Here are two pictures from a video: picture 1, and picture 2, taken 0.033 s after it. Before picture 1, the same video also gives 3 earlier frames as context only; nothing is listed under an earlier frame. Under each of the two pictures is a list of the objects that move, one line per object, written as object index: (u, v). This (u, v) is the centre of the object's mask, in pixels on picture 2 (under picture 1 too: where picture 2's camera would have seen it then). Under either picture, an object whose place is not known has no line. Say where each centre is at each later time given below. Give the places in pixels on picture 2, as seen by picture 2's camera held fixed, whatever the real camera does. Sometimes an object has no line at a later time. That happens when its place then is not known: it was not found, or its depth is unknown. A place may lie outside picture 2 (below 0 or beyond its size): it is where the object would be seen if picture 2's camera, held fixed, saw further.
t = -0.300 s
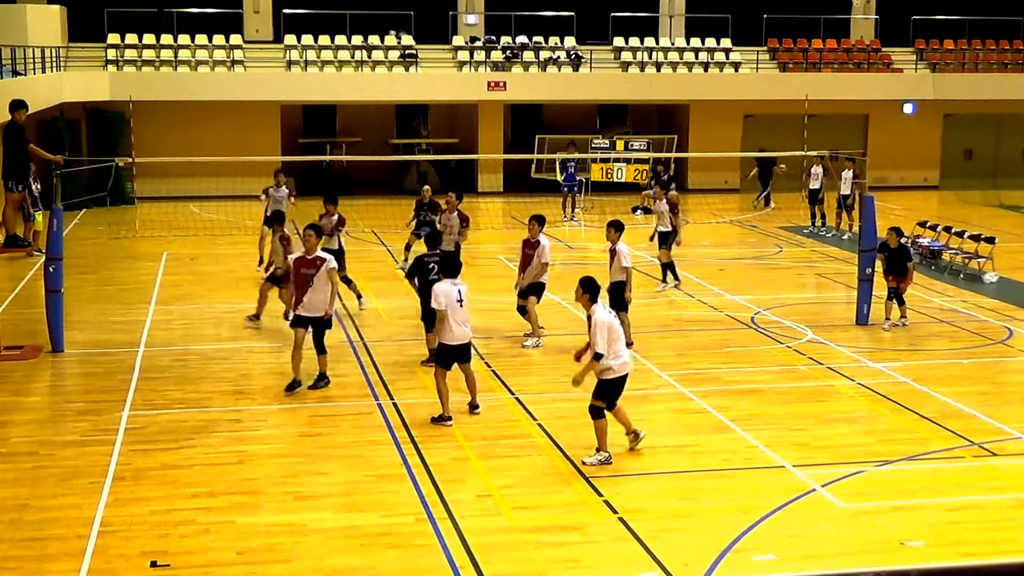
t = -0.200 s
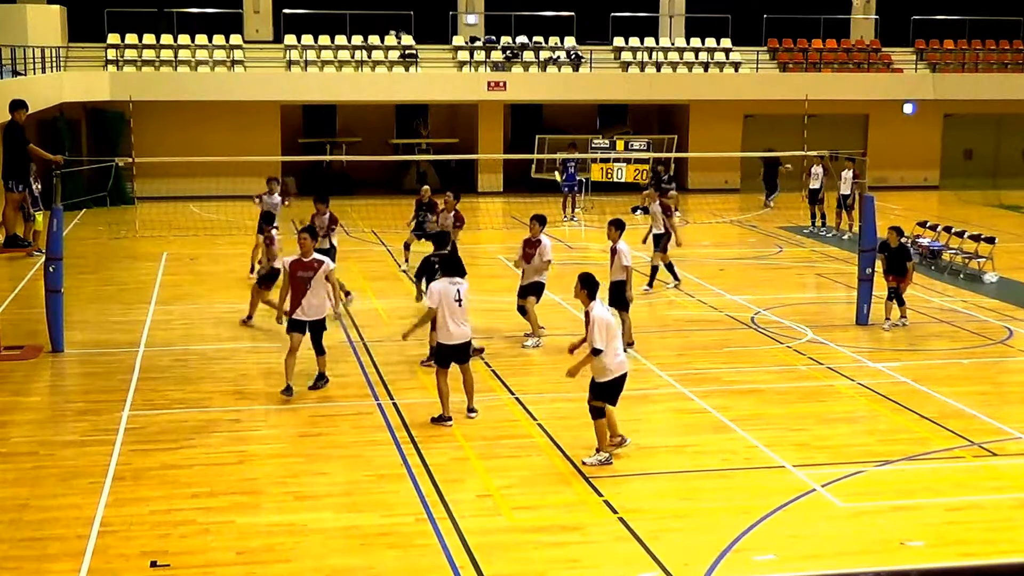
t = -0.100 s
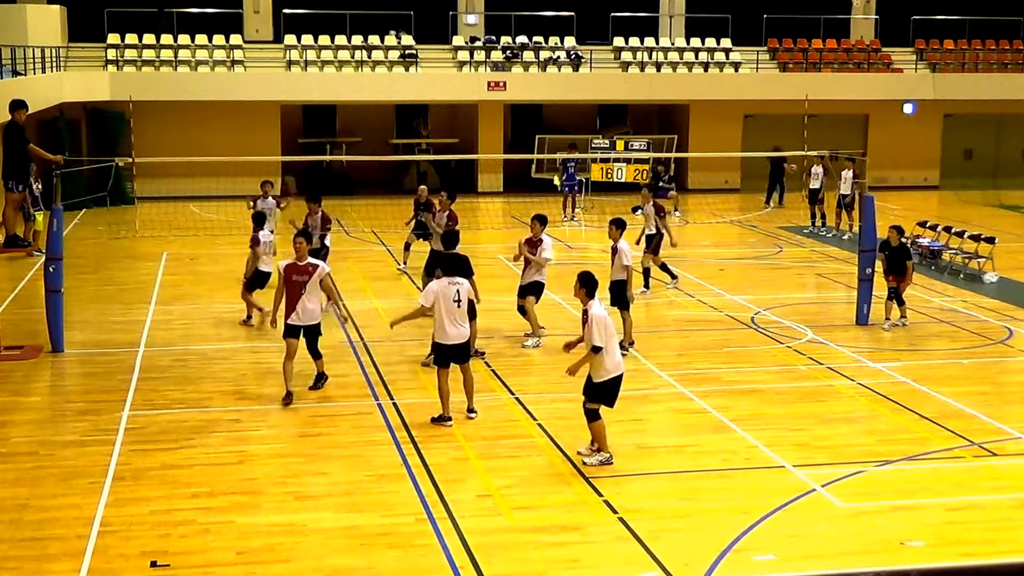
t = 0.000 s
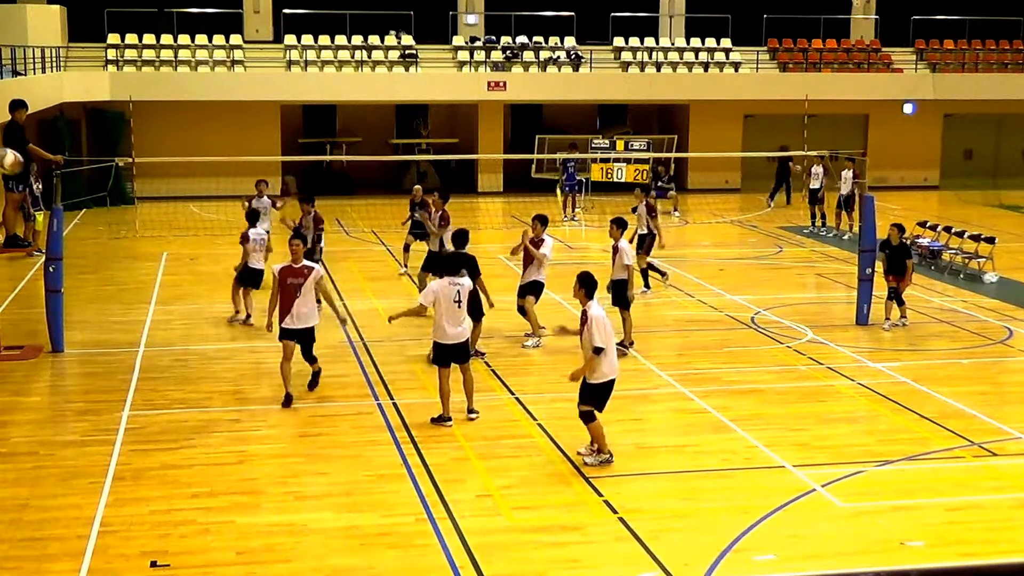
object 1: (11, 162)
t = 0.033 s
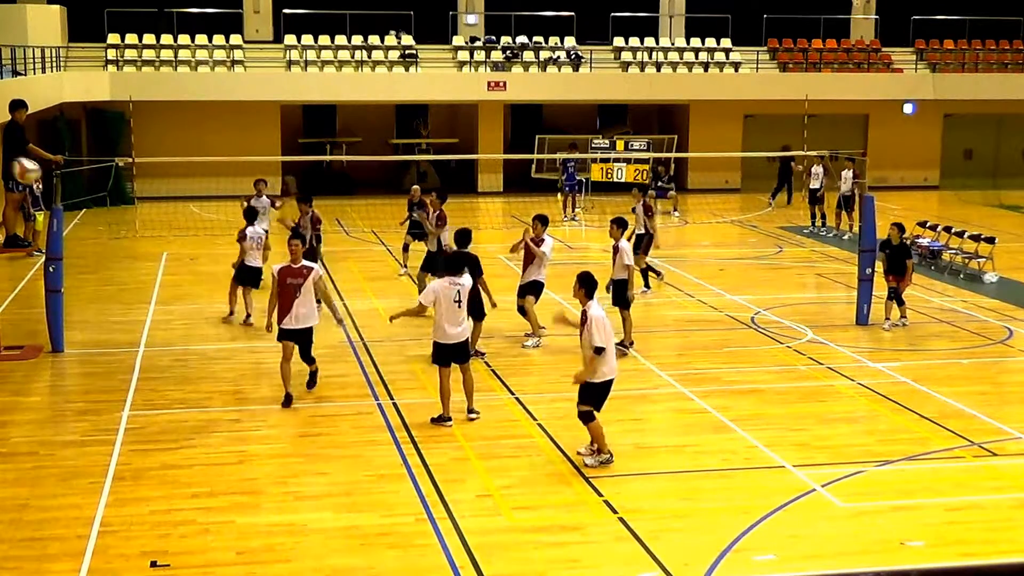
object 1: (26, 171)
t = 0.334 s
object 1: (195, 320)
